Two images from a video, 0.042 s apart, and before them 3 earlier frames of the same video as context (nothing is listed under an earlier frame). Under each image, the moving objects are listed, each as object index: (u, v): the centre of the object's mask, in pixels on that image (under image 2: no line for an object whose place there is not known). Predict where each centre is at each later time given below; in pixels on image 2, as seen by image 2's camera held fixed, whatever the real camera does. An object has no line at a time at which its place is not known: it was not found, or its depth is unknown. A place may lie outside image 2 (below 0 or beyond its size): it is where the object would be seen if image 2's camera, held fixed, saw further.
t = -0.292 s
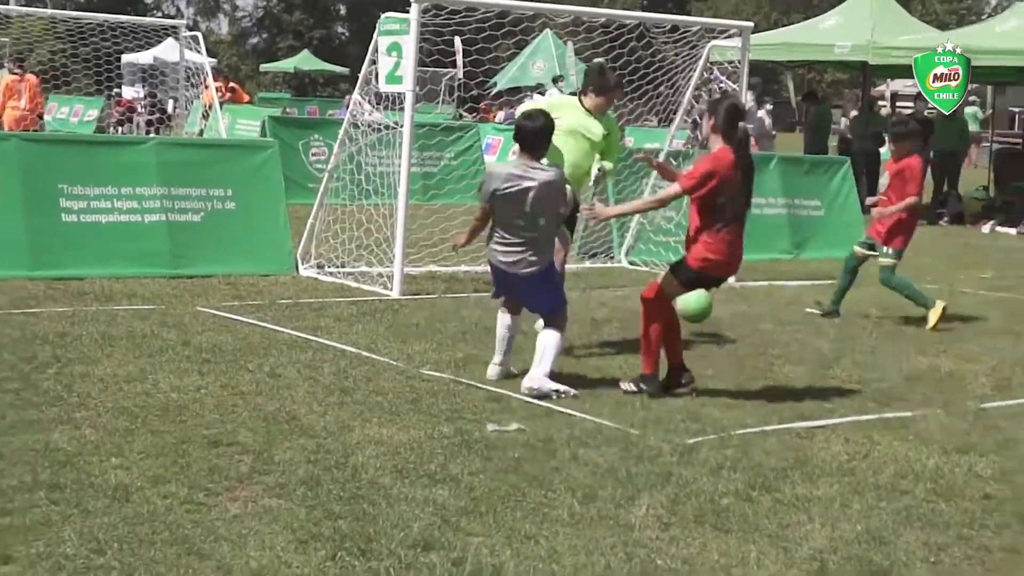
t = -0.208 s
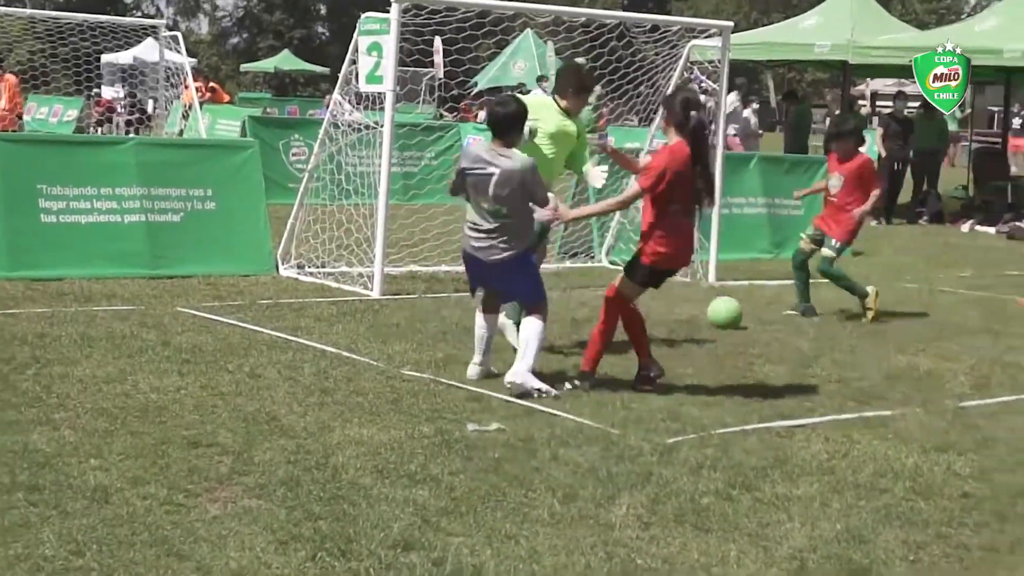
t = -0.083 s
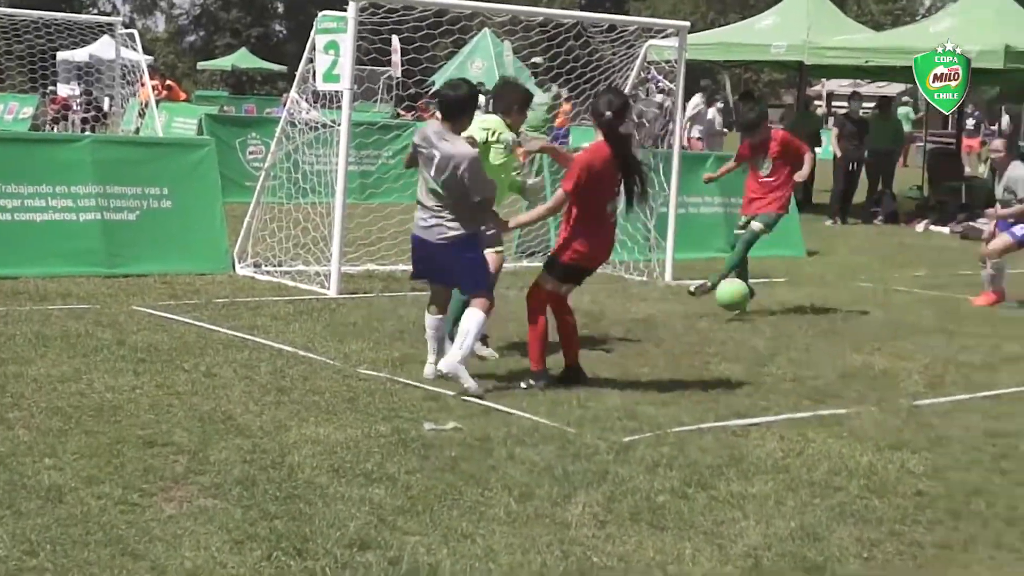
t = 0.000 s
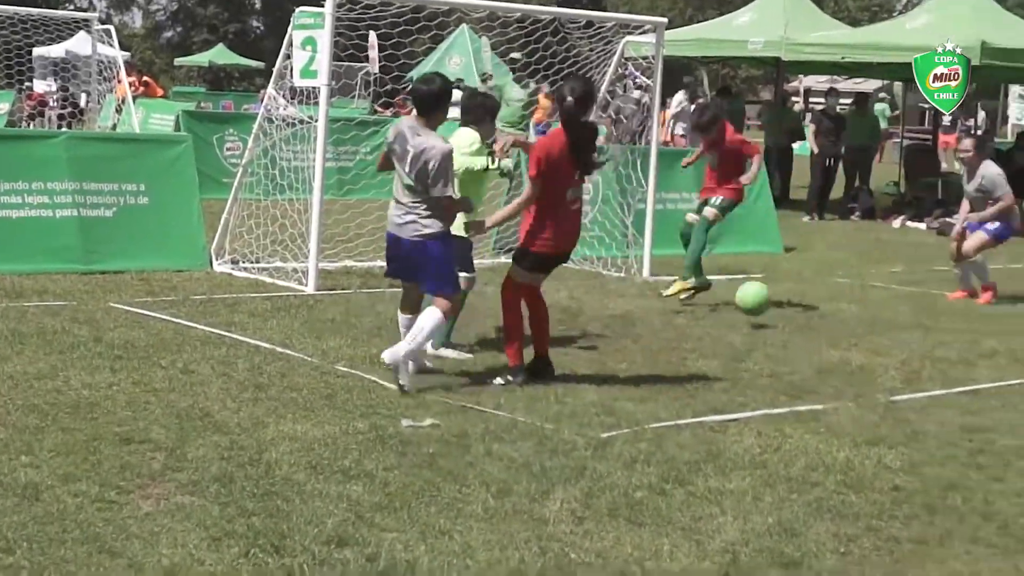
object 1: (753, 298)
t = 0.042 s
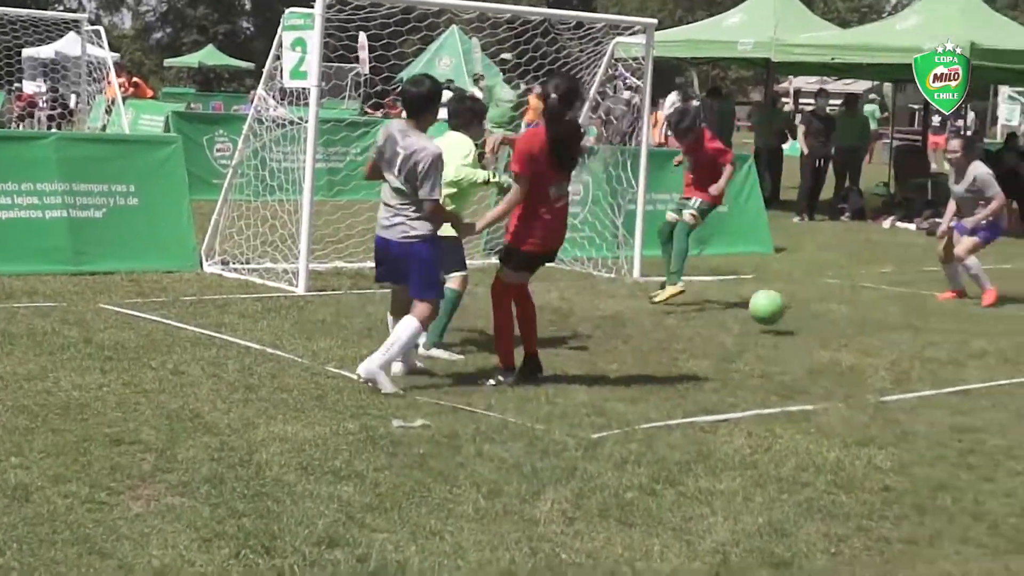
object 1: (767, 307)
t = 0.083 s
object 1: (790, 319)
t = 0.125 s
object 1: (813, 331)
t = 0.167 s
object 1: (836, 330)
